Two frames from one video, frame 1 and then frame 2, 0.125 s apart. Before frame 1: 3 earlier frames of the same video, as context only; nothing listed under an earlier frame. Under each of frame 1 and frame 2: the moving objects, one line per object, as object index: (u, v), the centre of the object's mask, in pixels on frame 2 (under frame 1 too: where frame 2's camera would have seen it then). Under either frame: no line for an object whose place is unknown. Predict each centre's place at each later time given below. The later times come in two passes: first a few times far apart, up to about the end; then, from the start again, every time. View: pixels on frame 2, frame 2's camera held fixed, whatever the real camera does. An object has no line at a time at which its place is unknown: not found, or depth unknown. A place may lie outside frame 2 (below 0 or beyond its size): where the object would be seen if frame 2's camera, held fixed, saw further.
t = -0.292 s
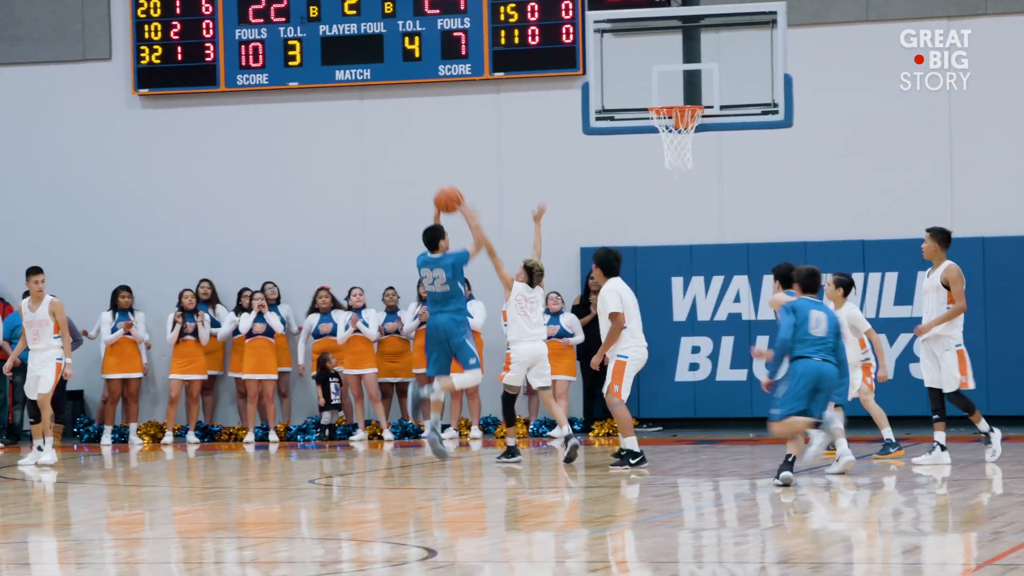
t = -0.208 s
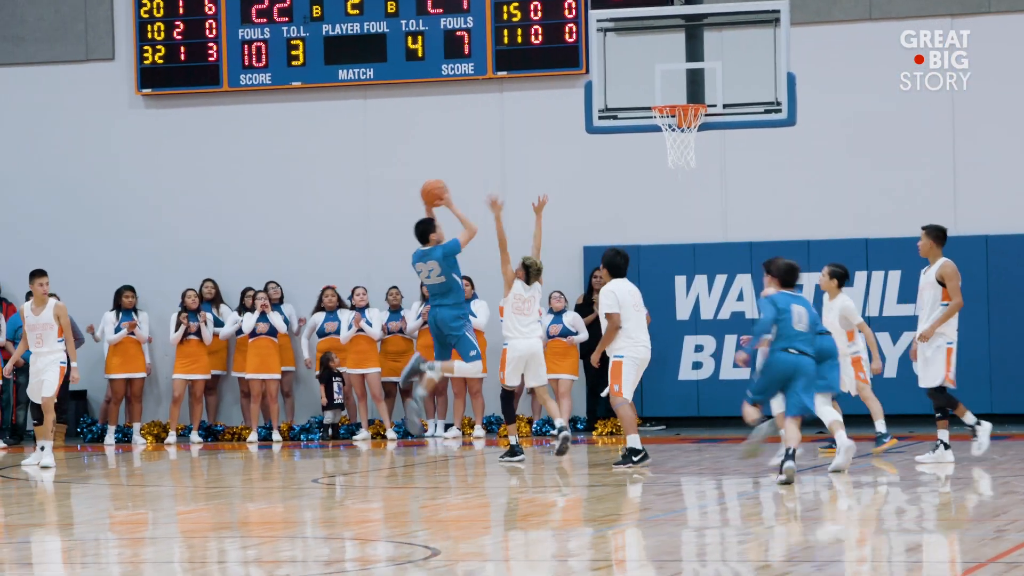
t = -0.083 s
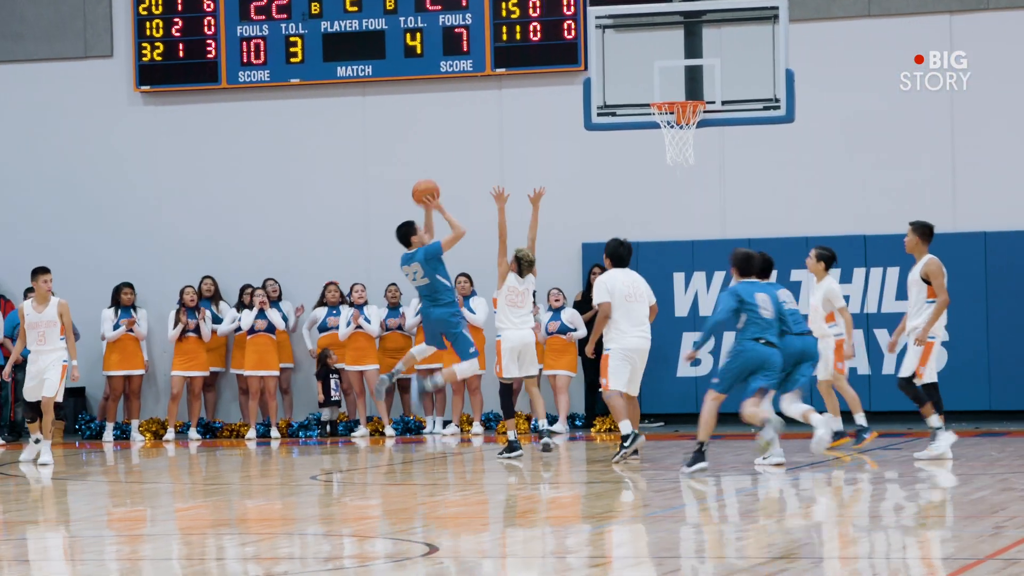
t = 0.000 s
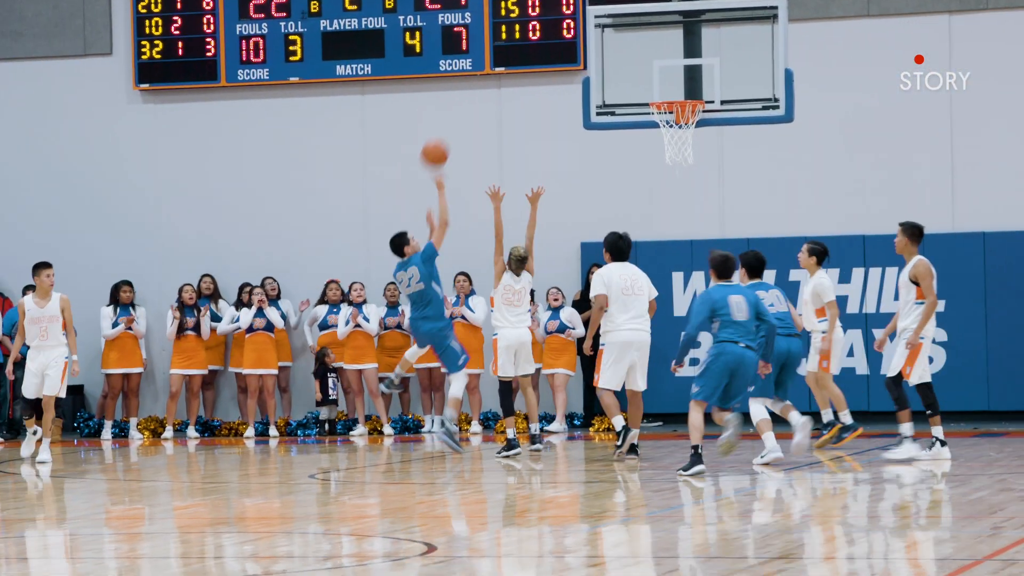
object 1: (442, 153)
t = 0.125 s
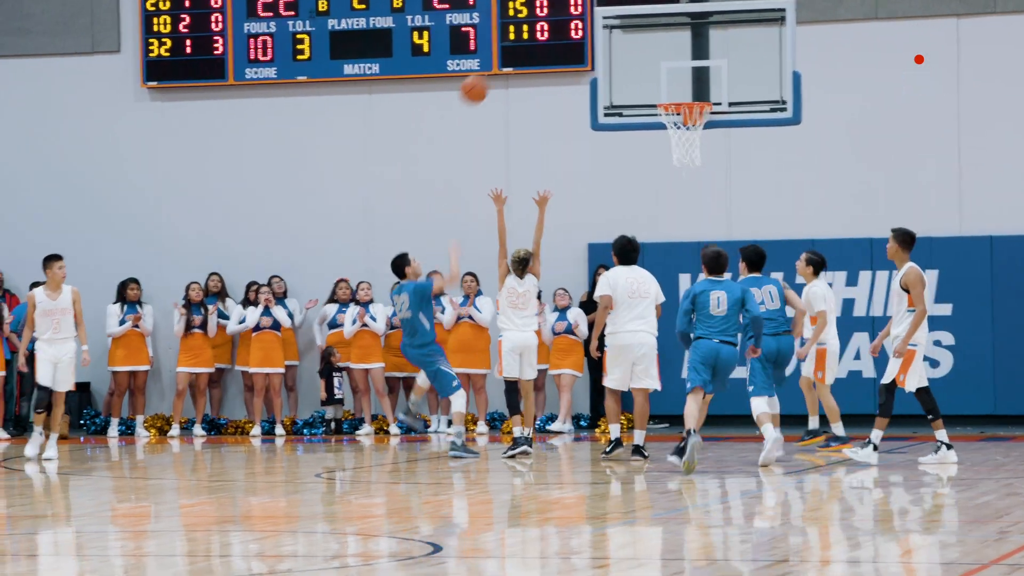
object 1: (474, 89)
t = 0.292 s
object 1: (517, 33)
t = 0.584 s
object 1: (591, 8)
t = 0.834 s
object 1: (654, 63)
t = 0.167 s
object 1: (485, 72)
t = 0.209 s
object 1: (496, 56)
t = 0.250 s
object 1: (507, 44)
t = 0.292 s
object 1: (517, 33)
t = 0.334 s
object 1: (527, 24)
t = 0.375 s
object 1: (539, 16)
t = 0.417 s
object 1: (549, 10)
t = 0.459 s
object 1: (558, 8)
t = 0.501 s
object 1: (569, 7)
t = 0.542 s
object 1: (579, 7)
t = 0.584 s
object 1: (591, 8)
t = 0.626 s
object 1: (601, 13)
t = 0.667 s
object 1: (613, 20)
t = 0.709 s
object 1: (622, 27)
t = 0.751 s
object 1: (633, 37)
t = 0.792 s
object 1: (644, 50)
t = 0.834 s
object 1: (654, 63)
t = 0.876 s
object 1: (664, 79)
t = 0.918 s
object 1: (675, 94)
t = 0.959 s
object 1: (684, 116)
